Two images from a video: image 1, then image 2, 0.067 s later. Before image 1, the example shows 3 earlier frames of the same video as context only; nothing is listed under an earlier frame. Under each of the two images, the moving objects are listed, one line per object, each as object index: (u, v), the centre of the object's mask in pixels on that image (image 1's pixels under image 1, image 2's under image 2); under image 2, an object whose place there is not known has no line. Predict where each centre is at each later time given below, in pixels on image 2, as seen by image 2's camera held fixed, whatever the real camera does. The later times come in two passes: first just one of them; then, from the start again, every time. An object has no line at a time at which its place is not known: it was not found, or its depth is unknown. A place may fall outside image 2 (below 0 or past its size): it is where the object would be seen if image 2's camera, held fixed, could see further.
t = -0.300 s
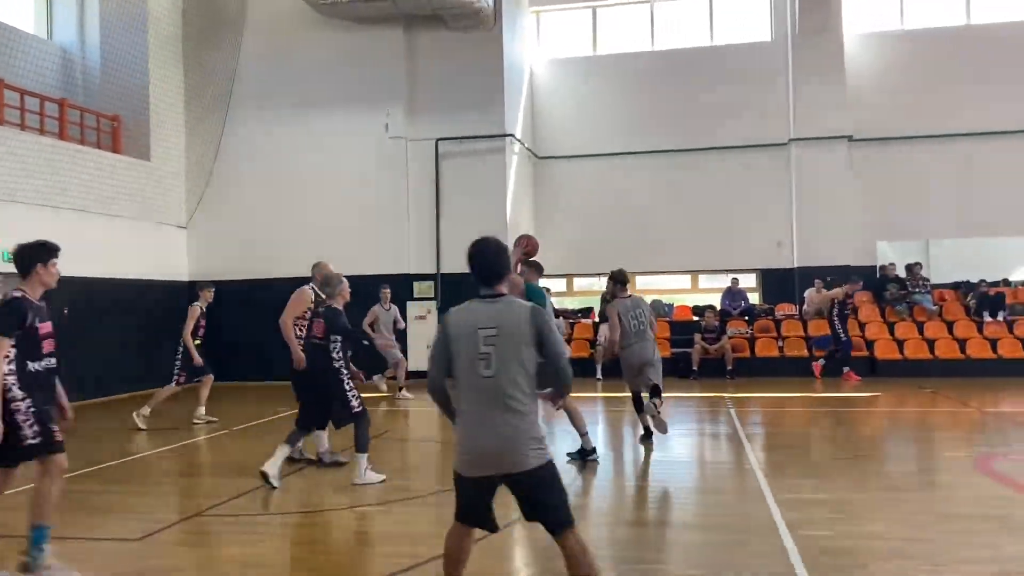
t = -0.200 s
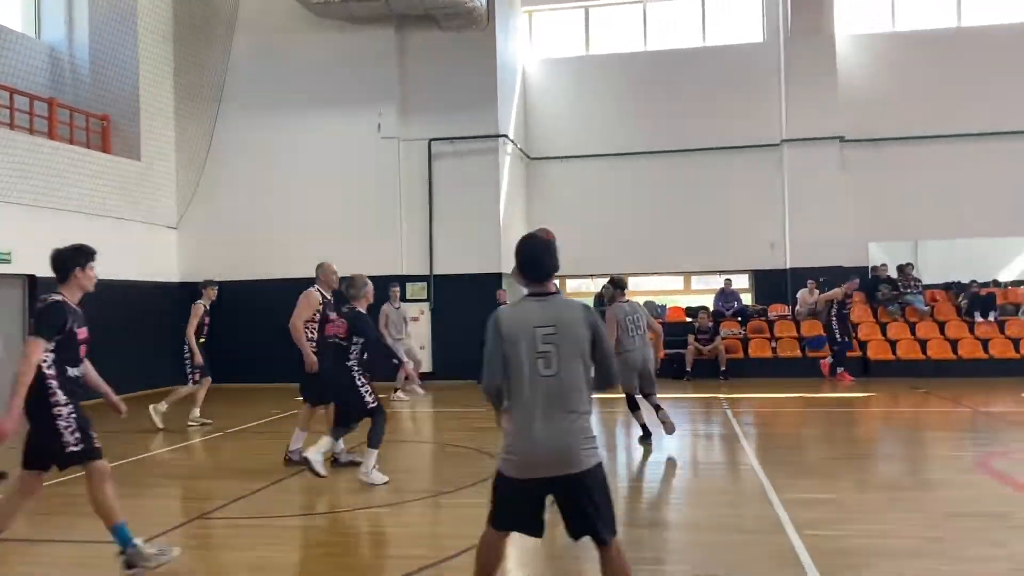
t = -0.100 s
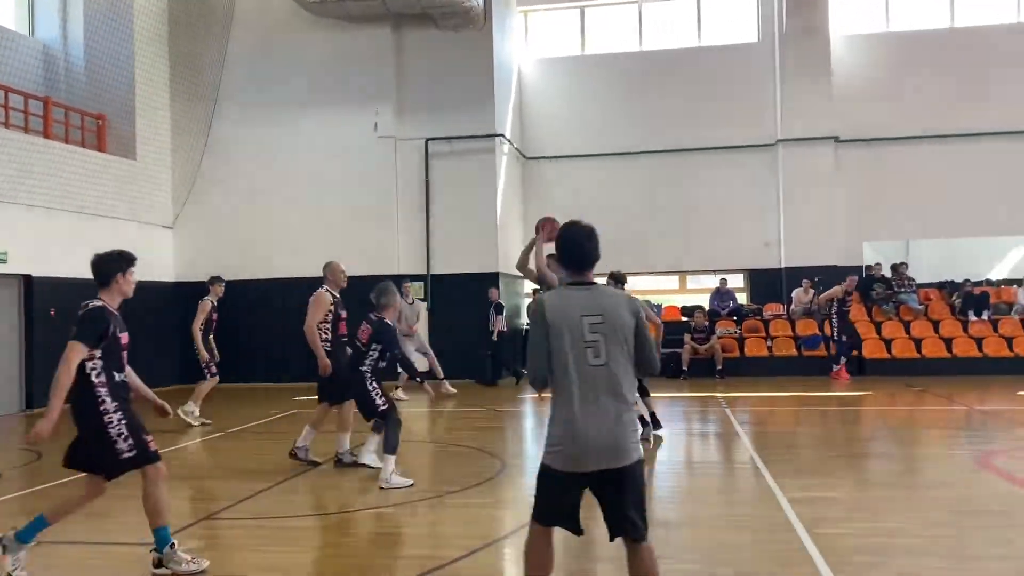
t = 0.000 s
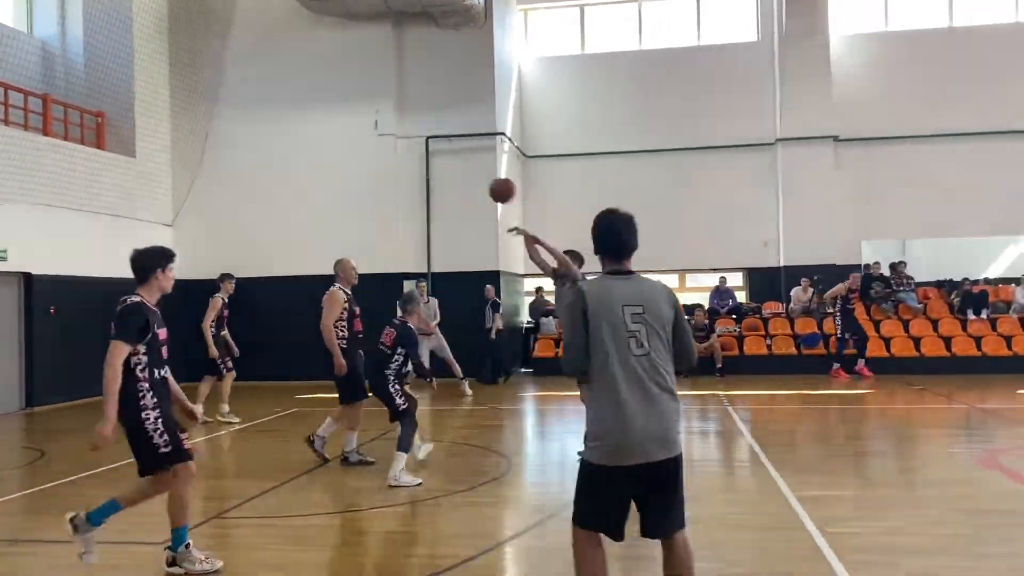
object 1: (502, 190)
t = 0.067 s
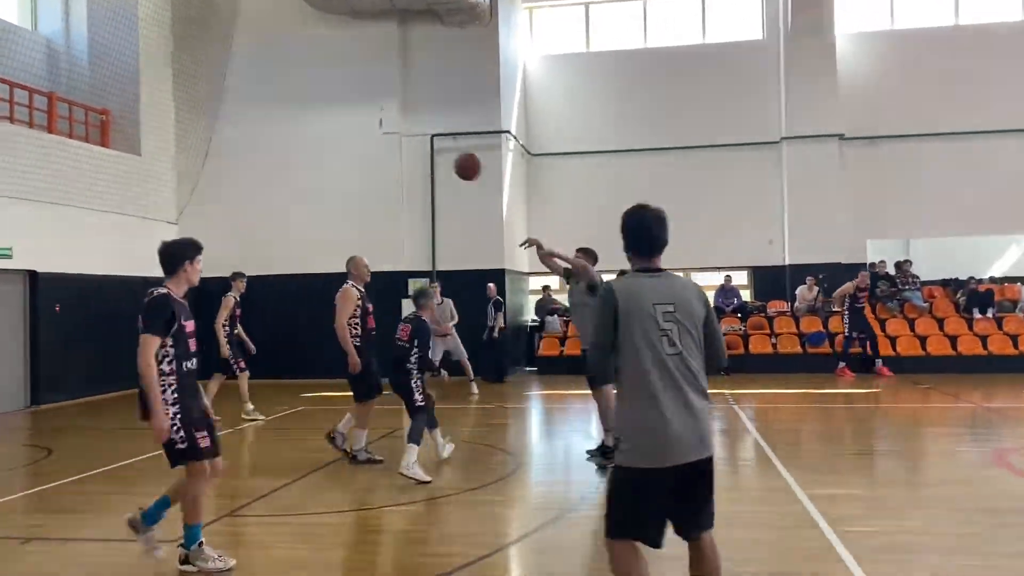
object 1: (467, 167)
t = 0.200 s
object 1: (382, 135)
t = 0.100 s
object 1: (447, 157)
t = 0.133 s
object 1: (427, 149)
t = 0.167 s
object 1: (404, 140)
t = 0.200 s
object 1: (382, 135)
